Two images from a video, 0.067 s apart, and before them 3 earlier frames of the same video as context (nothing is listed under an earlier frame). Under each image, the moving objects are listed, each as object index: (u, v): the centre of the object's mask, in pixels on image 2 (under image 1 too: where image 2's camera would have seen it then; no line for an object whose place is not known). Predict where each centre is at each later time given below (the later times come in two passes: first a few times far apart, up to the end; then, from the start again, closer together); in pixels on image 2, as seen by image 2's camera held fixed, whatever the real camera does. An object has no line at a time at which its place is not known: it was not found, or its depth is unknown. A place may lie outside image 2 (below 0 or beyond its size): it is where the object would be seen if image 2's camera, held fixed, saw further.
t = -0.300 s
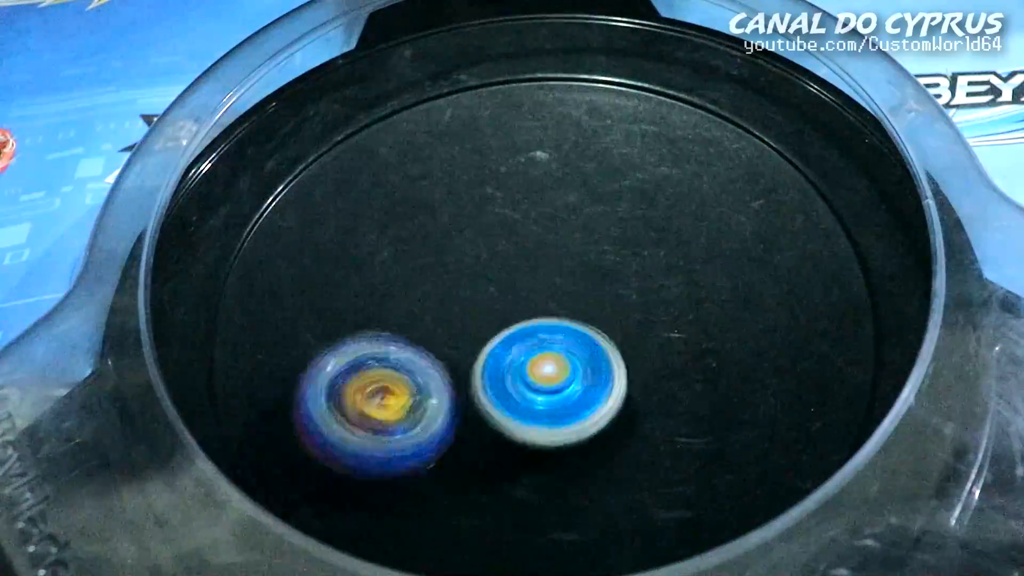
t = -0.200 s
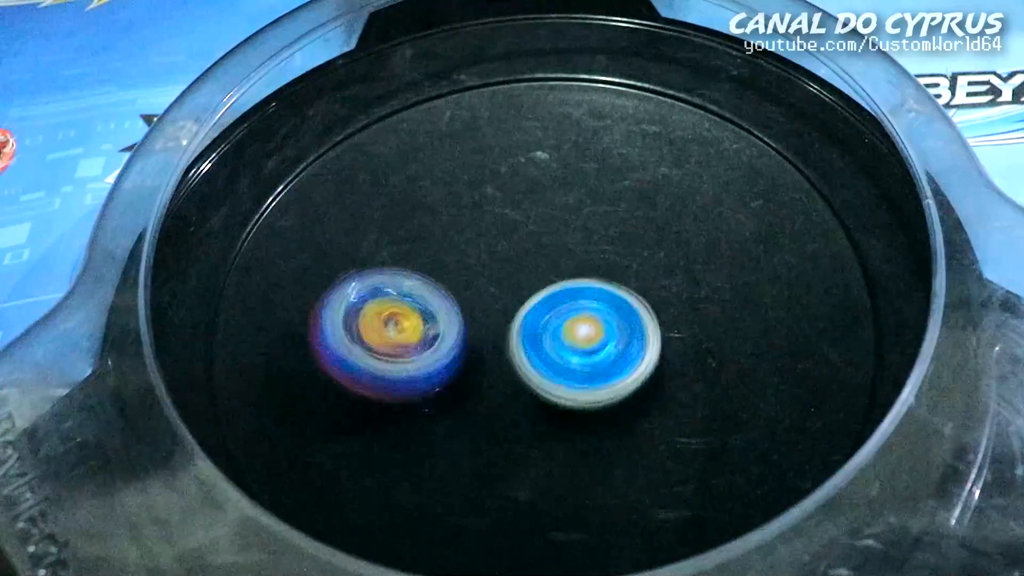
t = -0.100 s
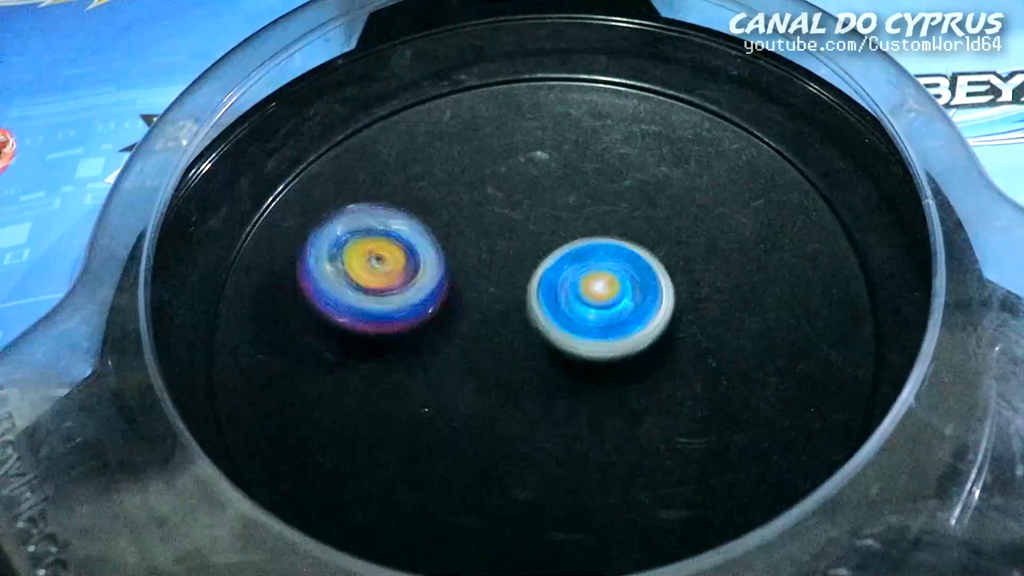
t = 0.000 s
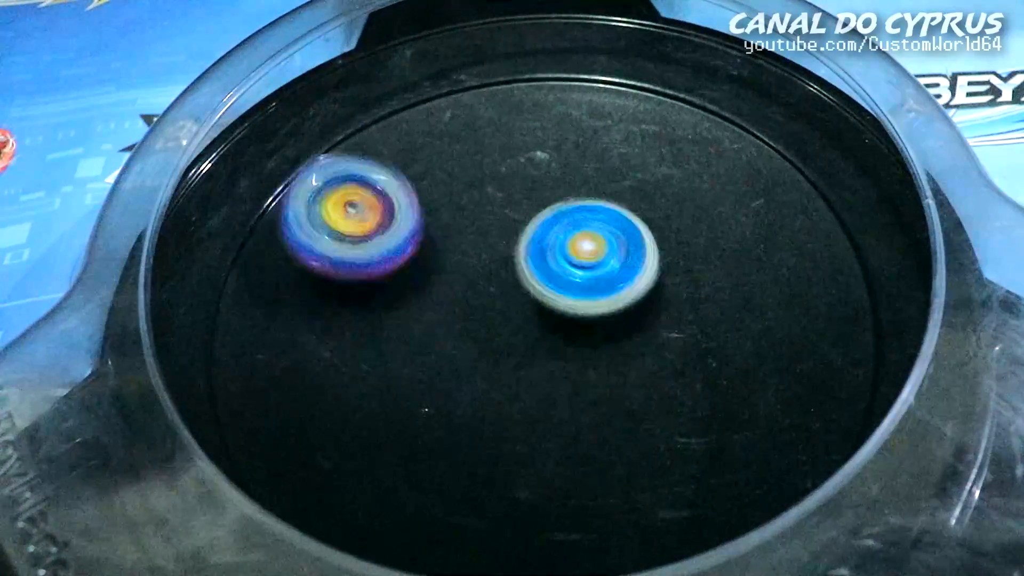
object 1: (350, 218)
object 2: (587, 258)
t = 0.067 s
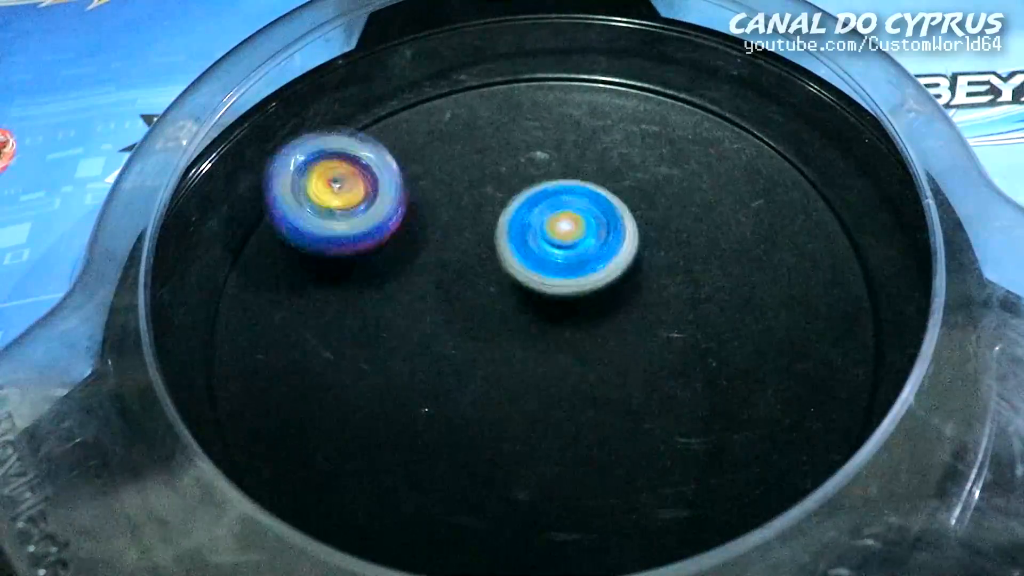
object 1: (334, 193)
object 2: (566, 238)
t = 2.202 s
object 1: (578, 449)
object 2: (437, 231)
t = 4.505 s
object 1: (484, 414)
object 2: (530, 178)
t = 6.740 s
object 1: (606, 428)
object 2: (592, 300)
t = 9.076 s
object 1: (484, 380)
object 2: (609, 320)
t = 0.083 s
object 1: (330, 190)
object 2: (560, 234)
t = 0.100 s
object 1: (330, 185)
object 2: (553, 231)
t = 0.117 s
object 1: (327, 184)
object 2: (546, 229)
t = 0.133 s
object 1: (327, 183)
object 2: (538, 227)
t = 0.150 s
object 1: (326, 183)
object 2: (531, 226)
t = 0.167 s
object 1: (328, 182)
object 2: (523, 226)
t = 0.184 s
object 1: (332, 182)
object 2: (516, 227)
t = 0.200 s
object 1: (335, 184)
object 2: (509, 228)
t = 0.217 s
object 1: (342, 187)
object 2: (502, 231)
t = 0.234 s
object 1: (348, 188)
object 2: (495, 233)
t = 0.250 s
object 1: (356, 191)
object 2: (491, 239)
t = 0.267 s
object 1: (353, 185)
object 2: (497, 250)
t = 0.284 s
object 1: (350, 178)
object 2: (508, 262)
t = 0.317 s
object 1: (343, 171)
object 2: (523, 280)
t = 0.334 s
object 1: (341, 170)
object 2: (531, 287)
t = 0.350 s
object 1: (341, 169)
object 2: (540, 293)
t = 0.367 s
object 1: (343, 169)
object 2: (548, 299)
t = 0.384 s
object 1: (343, 171)
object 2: (557, 304)
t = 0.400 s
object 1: (346, 174)
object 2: (566, 309)
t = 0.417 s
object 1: (349, 176)
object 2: (576, 314)
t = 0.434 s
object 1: (354, 177)
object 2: (584, 318)
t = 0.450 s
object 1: (360, 180)
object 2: (594, 322)
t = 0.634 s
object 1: (476, 204)
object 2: (692, 339)
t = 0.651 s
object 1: (488, 206)
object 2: (699, 338)
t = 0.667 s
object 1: (501, 205)
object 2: (706, 336)
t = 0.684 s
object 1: (513, 206)
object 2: (713, 334)
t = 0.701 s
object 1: (524, 205)
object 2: (719, 331)
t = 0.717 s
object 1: (537, 204)
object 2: (724, 327)
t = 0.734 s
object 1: (547, 204)
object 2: (728, 325)
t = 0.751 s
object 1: (560, 203)
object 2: (731, 319)
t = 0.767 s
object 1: (571, 203)
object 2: (733, 316)
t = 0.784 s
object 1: (582, 201)
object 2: (733, 311)
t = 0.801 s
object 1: (594, 200)
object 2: (731, 307)
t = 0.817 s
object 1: (603, 199)
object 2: (729, 302)
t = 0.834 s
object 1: (614, 197)
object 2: (724, 299)
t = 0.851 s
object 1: (623, 197)
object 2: (719, 296)
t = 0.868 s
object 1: (633, 193)
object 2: (713, 295)
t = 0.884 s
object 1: (643, 187)
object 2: (707, 302)
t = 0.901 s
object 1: (653, 166)
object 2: (703, 317)
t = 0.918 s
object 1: (654, 148)
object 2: (696, 335)
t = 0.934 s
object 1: (660, 132)
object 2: (691, 348)
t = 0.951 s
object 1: (663, 122)
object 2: (688, 360)
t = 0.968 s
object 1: (662, 113)
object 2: (683, 368)
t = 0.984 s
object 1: (662, 105)
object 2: (680, 376)
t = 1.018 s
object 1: (661, 90)
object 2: (673, 388)
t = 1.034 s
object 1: (661, 82)
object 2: (668, 394)
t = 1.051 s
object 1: (661, 78)
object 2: (665, 399)
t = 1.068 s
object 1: (657, 72)
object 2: (661, 405)
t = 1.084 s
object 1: (652, 70)
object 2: (657, 410)
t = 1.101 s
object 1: (644, 76)
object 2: (652, 415)
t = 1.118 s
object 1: (636, 76)
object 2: (648, 421)
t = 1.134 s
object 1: (631, 79)
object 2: (642, 425)
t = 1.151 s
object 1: (626, 81)
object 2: (637, 429)
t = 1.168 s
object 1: (622, 84)
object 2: (631, 433)
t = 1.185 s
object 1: (619, 84)
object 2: (625, 436)
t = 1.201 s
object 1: (616, 88)
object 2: (619, 439)
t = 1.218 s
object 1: (613, 92)
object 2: (612, 442)
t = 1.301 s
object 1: (604, 128)
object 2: (577, 451)
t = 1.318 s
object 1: (602, 137)
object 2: (569, 452)
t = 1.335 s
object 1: (601, 143)
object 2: (562, 453)
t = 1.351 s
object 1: (601, 154)
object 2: (554, 452)
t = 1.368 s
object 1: (599, 163)
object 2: (547, 453)
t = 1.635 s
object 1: (577, 309)
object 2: (445, 405)
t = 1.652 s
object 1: (573, 319)
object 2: (440, 401)
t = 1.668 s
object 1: (570, 328)
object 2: (436, 396)
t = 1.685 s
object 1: (573, 335)
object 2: (428, 391)
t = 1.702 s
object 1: (575, 344)
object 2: (420, 389)
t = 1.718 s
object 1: (574, 352)
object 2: (412, 383)
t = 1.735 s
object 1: (576, 359)
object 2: (406, 379)
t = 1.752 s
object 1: (575, 368)
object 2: (402, 372)
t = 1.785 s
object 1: (574, 384)
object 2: (395, 361)
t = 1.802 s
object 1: (574, 393)
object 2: (393, 355)
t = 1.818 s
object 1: (572, 401)
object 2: (391, 350)
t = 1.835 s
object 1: (572, 408)
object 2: (389, 343)
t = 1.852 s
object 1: (572, 416)
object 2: (388, 338)
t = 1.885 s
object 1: (569, 430)
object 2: (387, 326)
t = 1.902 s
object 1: (571, 439)
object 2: (388, 320)
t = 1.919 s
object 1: (568, 446)
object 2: (387, 315)
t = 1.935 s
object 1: (568, 452)
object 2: (388, 309)
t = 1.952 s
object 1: (570, 459)
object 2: (389, 303)
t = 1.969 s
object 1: (568, 466)
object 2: (391, 297)
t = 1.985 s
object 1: (569, 470)
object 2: (393, 292)
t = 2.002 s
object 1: (573, 474)
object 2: (394, 286)
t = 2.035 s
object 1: (574, 482)
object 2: (399, 276)
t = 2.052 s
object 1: (576, 484)
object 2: (402, 271)
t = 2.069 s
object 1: (578, 486)
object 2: (404, 265)
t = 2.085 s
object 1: (580, 485)
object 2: (408, 261)
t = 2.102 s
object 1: (583, 484)
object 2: (412, 256)
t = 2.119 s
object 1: (585, 480)
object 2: (414, 252)
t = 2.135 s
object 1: (585, 475)
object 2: (419, 247)
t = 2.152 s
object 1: (585, 470)
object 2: (422, 243)
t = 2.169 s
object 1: (586, 463)
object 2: (428, 239)
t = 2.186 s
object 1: (581, 456)
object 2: (432, 235)
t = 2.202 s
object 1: (578, 449)
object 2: (437, 231)
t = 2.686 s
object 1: (465, 254)
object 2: (623, 215)
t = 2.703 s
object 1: (463, 247)
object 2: (629, 219)
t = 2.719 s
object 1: (459, 240)
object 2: (634, 220)
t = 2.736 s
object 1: (459, 236)
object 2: (640, 224)
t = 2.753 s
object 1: (456, 230)
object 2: (644, 227)
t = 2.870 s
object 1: (444, 197)
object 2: (672, 257)
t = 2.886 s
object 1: (443, 193)
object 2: (675, 261)
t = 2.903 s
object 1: (444, 191)
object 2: (678, 267)
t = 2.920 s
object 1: (442, 190)
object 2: (679, 272)
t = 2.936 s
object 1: (442, 188)
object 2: (681, 277)
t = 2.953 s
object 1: (443, 186)
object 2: (682, 284)
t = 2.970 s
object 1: (444, 188)
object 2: (683, 289)
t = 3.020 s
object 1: (451, 192)
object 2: (684, 306)
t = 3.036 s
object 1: (453, 197)
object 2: (683, 313)
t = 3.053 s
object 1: (456, 199)
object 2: (683, 319)
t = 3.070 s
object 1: (463, 201)
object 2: (682, 325)
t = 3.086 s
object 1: (467, 205)
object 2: (680, 331)
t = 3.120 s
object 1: (476, 209)
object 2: (676, 343)
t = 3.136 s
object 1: (483, 215)
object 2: (674, 348)
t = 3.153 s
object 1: (488, 219)
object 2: (672, 353)
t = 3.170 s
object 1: (492, 221)
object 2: (667, 359)
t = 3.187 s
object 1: (501, 224)
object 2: (665, 364)
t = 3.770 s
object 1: (699, 347)
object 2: (438, 372)
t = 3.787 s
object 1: (701, 349)
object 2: (432, 368)
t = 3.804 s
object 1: (703, 351)
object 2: (426, 364)
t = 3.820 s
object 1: (702, 352)
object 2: (422, 359)
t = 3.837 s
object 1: (700, 352)
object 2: (418, 355)
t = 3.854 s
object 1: (699, 352)
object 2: (415, 350)
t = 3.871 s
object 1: (695, 353)
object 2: (412, 345)
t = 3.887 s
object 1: (692, 353)
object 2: (410, 341)
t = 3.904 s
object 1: (686, 353)
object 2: (408, 336)
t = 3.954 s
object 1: (673, 352)
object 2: (405, 322)
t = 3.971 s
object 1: (671, 353)
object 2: (404, 317)
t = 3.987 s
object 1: (669, 355)
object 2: (404, 312)
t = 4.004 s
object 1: (658, 353)
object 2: (405, 307)
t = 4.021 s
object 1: (651, 351)
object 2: (406, 302)
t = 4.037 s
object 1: (645, 351)
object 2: (407, 298)
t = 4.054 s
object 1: (638, 352)
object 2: (408, 294)
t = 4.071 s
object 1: (628, 351)
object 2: (410, 289)
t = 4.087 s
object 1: (619, 349)
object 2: (413, 285)
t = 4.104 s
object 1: (613, 348)
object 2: (415, 281)
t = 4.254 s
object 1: (542, 341)
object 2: (449, 245)
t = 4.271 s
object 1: (534, 342)
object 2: (454, 241)
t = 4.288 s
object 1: (527, 352)
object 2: (458, 232)
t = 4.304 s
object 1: (523, 361)
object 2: (462, 221)
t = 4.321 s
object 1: (516, 368)
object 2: (466, 214)
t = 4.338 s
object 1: (513, 373)
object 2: (473, 207)
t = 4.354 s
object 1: (509, 376)
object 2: (479, 204)
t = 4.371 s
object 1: (510, 380)
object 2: (483, 200)
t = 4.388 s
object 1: (508, 385)
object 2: (489, 196)
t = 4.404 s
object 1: (503, 391)
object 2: (494, 192)
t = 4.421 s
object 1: (498, 395)
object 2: (499, 189)
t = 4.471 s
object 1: (491, 408)
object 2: (518, 181)
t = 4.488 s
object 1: (486, 412)
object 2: (524, 178)
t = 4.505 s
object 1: (484, 414)
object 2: (530, 178)
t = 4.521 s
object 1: (484, 418)
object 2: (536, 176)
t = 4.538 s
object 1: (481, 422)
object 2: (542, 175)
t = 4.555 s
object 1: (480, 422)
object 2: (549, 175)
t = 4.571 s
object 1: (480, 422)
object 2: (554, 176)
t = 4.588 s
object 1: (482, 424)
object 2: (560, 176)
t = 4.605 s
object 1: (480, 427)
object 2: (567, 178)
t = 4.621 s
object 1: (478, 423)
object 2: (571, 179)
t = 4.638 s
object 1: (481, 421)
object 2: (577, 179)
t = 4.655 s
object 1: (484, 421)
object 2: (584, 181)
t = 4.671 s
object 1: (484, 423)
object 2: (589, 183)
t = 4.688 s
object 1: (481, 421)
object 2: (594, 186)
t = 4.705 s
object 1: (482, 414)
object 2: (600, 190)
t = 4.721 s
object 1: (488, 411)
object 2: (604, 194)
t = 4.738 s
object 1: (491, 411)
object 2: (609, 197)
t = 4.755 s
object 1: (492, 411)
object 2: (614, 201)
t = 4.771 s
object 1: (490, 406)
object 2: (618, 206)
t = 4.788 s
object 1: (492, 398)
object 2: (622, 211)
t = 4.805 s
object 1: (497, 392)
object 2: (626, 216)
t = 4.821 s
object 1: (500, 389)
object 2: (629, 222)
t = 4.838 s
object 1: (501, 387)
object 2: (632, 227)
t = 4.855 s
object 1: (503, 381)
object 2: (635, 233)
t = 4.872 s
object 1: (504, 376)
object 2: (638, 239)
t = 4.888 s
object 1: (506, 369)
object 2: (639, 246)
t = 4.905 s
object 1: (513, 363)
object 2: (641, 251)
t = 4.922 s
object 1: (514, 359)
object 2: (643, 259)
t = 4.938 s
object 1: (518, 355)
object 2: (644, 266)
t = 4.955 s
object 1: (519, 351)
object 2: (644, 272)
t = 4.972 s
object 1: (516, 346)
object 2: (647, 278)
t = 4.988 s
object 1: (510, 342)
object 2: (652, 284)
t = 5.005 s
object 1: (504, 337)
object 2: (655, 288)
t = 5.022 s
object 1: (502, 331)
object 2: (658, 295)
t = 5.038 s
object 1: (499, 327)
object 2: (658, 304)
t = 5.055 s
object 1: (498, 324)
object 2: (656, 310)
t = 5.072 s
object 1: (498, 321)
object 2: (655, 316)
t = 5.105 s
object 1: (492, 314)
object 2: (652, 330)
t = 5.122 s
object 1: (489, 308)
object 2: (650, 335)
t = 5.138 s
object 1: (488, 303)
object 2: (648, 343)
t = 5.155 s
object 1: (490, 300)
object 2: (644, 349)
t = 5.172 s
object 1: (488, 297)
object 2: (639, 355)
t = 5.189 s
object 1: (486, 295)
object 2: (636, 360)
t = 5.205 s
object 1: (485, 290)
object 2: (631, 366)
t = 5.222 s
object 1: (485, 285)
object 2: (625, 372)
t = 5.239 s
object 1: (486, 281)
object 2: (620, 376)
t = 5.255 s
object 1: (485, 277)
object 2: (614, 382)
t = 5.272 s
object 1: (485, 273)
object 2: (607, 386)
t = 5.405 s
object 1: (489, 245)
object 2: (547, 405)
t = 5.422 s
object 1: (488, 243)
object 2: (541, 406)
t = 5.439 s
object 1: (489, 241)
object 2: (532, 406)
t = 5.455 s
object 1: (489, 239)
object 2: (524, 406)
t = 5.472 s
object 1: (490, 237)
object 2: (517, 405)
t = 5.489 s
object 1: (494, 237)
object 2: (509, 405)
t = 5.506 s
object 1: (493, 238)
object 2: (501, 403)
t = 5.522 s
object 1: (495, 236)
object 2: (494, 399)
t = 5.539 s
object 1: (496, 236)
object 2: (487, 398)
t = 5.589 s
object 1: (505, 239)
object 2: (468, 388)
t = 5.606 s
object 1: (507, 240)
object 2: (462, 385)
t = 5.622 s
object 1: (508, 239)
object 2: (457, 381)
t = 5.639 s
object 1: (512, 239)
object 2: (452, 375)
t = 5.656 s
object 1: (516, 242)
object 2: (448, 370)
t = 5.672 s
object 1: (517, 243)
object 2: (444, 367)
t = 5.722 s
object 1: (523, 245)
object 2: (436, 351)
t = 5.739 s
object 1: (527, 249)
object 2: (433, 345)
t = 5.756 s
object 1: (531, 252)
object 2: (429, 341)
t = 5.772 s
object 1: (538, 251)
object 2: (421, 338)
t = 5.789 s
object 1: (552, 251)
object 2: (407, 334)
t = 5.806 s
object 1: (562, 253)
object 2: (398, 331)
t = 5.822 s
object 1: (571, 256)
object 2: (392, 325)
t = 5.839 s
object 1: (575, 261)
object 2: (391, 322)
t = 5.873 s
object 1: (584, 264)
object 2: (388, 317)
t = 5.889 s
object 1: (587, 266)
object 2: (385, 312)
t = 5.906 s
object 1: (588, 267)
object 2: (383, 308)
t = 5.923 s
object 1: (590, 267)
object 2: (383, 304)
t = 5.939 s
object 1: (593, 266)
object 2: (382, 299)
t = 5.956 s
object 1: (597, 267)
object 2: (383, 294)
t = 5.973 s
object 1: (597, 269)
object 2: (385, 290)
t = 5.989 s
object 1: (599, 270)
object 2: (387, 288)
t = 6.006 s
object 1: (598, 273)
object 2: (389, 284)
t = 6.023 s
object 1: (598, 274)
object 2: (390, 280)
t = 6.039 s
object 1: (598, 277)
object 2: (394, 276)
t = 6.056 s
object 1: (601, 277)
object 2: (398, 274)
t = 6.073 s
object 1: (601, 279)
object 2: (402, 271)
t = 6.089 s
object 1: (601, 283)
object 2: (406, 268)
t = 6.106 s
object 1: (600, 284)
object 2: (411, 266)
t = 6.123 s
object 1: (598, 287)
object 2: (417, 265)
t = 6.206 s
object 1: (589, 303)
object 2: (448, 259)
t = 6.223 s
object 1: (586, 308)
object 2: (454, 259)
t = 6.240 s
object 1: (583, 310)
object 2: (461, 259)
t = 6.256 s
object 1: (580, 317)
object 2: (467, 257)
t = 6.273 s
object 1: (577, 328)
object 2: (472, 251)
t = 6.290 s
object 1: (577, 340)
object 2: (478, 247)
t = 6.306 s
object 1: (577, 356)
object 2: (484, 245)
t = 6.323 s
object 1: (576, 368)
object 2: (491, 245)
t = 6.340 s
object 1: (577, 379)
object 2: (495, 246)
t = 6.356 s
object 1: (580, 389)
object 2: (499, 246)
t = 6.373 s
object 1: (583, 399)
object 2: (503, 244)
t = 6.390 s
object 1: (588, 408)
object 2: (508, 243)
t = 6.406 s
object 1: (594, 413)
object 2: (515, 242)
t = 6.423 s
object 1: (599, 417)
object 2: (521, 243)
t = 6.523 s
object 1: (610, 428)
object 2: (553, 253)
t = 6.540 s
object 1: (611, 430)
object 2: (558, 255)
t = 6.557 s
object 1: (612, 432)
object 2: (564, 259)
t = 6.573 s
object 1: (614, 433)
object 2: (568, 262)
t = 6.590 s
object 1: (615, 432)
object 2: (572, 266)
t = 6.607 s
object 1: (615, 432)
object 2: (576, 270)
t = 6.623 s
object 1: (614, 432)
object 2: (580, 274)
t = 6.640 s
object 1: (612, 432)
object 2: (582, 279)
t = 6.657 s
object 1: (611, 431)
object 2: (584, 282)
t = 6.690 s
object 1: (609, 428)
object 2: (590, 290)
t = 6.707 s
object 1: (608, 427)
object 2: (591, 294)
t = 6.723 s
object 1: (607, 426)
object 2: (591, 297)
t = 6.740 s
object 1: (606, 428)
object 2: (592, 300)
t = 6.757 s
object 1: (605, 432)
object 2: (594, 304)
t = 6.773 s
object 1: (606, 434)
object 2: (595, 308)
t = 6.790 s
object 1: (604, 438)
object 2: (596, 309)
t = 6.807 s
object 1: (600, 443)
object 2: (602, 310)
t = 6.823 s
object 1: (595, 446)
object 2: (606, 311)
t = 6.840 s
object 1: (590, 445)
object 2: (609, 312)
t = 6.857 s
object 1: (587, 443)
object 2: (607, 313)
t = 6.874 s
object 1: (585, 441)
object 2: (605, 313)
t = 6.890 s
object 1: (582, 439)
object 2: (601, 312)
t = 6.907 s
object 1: (580, 438)
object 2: (600, 312)
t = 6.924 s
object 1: (577, 439)
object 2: (601, 312)
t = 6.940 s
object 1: (573, 440)
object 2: (601, 311)
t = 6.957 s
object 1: (570, 439)
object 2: (603, 312)
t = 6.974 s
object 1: (566, 438)
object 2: (602, 312)
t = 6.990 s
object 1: (561, 437)
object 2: (600, 313)
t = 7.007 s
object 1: (555, 438)
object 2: (597, 313)
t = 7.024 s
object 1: (549, 437)
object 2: (594, 312)
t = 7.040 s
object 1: (546, 434)
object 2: (593, 312)
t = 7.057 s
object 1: (542, 432)
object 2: (591, 311)
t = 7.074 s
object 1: (539, 430)
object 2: (591, 308)
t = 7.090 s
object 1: (538, 427)
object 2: (590, 308)
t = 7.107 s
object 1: (536, 425)
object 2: (590, 307)
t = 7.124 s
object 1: (533, 424)
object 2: (590, 307)
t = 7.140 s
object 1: (531, 422)
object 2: (589, 305)
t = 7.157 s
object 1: (530, 421)
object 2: (586, 303)
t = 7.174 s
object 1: (530, 420)
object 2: (584, 300)
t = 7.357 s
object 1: (530, 421)
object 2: (568, 283)
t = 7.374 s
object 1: (530, 421)
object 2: (566, 281)
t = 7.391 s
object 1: (530, 421)
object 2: (565, 279)
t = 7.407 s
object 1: (530, 421)
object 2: (565, 280)
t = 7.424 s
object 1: (530, 421)
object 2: (563, 278)
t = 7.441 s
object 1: (530, 421)
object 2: (561, 278)
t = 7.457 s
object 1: (530, 421)
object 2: (559, 277)
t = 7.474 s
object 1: (530, 421)
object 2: (555, 275)
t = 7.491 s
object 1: (530, 421)
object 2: (554, 273)
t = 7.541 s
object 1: (530, 421)
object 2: (550, 271)
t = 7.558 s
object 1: (530, 421)
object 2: (547, 271)
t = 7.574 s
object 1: (530, 421)
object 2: (544, 270)
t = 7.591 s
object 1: (530, 421)
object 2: (542, 270)
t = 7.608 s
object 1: (530, 421)
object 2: (541, 271)
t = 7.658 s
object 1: (530, 421)
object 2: (534, 273)
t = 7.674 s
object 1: (530, 421)
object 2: (532, 273)
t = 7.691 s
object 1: (530, 421)
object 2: (531, 272)
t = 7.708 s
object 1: (530, 421)
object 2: (531, 274)
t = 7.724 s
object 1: (530, 421)
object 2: (529, 276)
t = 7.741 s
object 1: (530, 421)
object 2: (527, 278)
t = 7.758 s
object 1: (530, 421)
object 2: (525, 279)
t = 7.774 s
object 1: (530, 421)
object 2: (522, 279)
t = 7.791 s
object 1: (530, 421)
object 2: (522, 279)
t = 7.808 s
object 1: (530, 421)
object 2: (523, 281)
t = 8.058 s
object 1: (532, 423)
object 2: (515, 298)
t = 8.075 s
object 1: (531, 424)
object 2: (513, 299)
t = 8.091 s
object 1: (530, 424)
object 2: (512, 299)
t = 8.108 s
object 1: (528, 425)
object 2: (513, 299)
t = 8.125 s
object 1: (529, 424)
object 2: (514, 299)
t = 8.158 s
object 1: (531, 422)
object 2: (518, 300)
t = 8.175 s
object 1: (529, 426)
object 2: (524, 301)
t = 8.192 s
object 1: (525, 429)
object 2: (530, 300)
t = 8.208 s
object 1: (521, 429)
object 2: (537, 299)
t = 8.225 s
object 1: (517, 428)
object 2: (545, 299)
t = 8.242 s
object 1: (515, 426)
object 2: (553, 301)
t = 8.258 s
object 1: (514, 423)
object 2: (560, 304)
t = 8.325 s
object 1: (508, 418)
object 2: (569, 309)
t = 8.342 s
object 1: (506, 417)
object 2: (569, 308)
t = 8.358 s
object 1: (505, 416)
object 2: (569, 309)
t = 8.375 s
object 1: (504, 415)
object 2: (569, 309)
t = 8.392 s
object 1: (502, 413)
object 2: (568, 310)
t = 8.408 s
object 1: (500, 411)
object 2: (570, 309)
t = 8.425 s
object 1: (497, 410)
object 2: (571, 312)
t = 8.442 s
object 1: (493, 407)
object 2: (571, 314)
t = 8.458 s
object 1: (490, 405)
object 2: (571, 315)
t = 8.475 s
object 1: (488, 400)
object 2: (572, 315)
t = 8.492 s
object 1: (487, 398)
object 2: (574, 314)
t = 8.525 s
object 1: (484, 397)
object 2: (579, 316)
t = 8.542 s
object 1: (484, 397)
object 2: (581, 317)
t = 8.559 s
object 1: (483, 397)
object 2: (584, 318)
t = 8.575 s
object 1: (484, 397)
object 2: (586, 319)
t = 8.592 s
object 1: (484, 397)
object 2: (588, 320)
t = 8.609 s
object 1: (484, 396)
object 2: (591, 321)
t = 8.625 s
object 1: (483, 396)
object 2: (594, 321)
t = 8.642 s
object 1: (484, 395)
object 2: (597, 322)
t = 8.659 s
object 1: (484, 395)
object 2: (600, 323)
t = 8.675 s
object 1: (484, 393)
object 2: (603, 322)
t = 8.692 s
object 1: (484, 392)
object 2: (605, 321)
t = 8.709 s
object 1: (484, 390)
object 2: (607, 321)
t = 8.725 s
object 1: (484, 388)
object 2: (608, 320)
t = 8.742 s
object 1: (485, 386)
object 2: (609, 319)
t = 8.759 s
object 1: (485, 383)
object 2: (610, 319)
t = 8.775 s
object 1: (485, 380)
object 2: (610, 319)
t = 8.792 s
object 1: (485, 379)
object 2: (610, 320)
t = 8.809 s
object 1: (485, 379)
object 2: (610, 320)
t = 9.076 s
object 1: (484, 380)
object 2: (609, 320)
